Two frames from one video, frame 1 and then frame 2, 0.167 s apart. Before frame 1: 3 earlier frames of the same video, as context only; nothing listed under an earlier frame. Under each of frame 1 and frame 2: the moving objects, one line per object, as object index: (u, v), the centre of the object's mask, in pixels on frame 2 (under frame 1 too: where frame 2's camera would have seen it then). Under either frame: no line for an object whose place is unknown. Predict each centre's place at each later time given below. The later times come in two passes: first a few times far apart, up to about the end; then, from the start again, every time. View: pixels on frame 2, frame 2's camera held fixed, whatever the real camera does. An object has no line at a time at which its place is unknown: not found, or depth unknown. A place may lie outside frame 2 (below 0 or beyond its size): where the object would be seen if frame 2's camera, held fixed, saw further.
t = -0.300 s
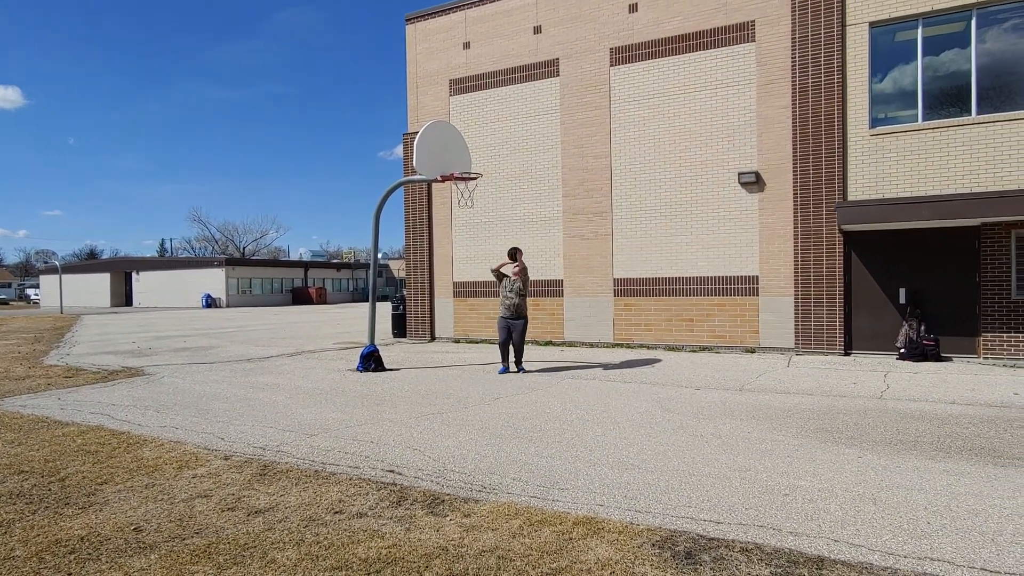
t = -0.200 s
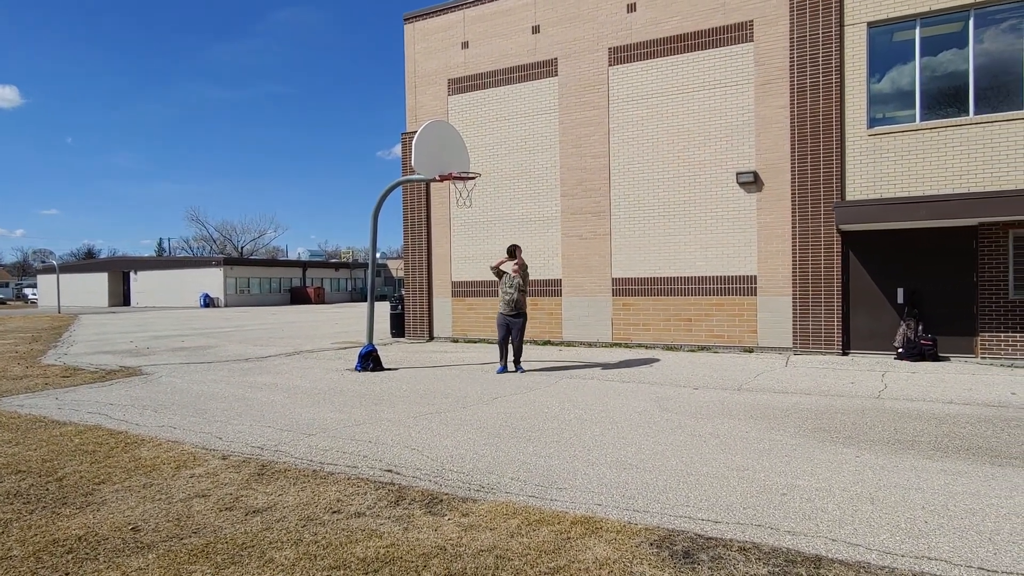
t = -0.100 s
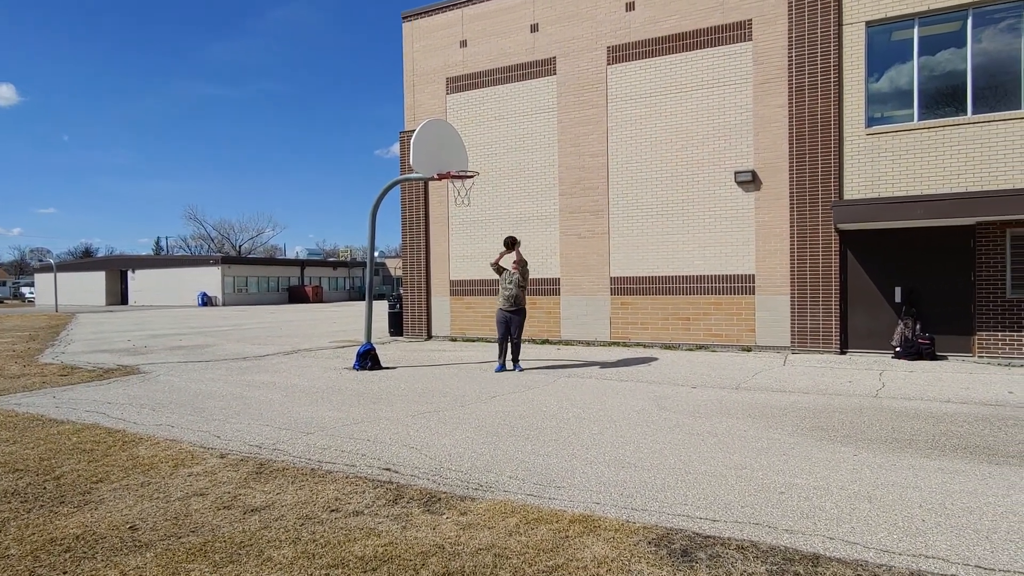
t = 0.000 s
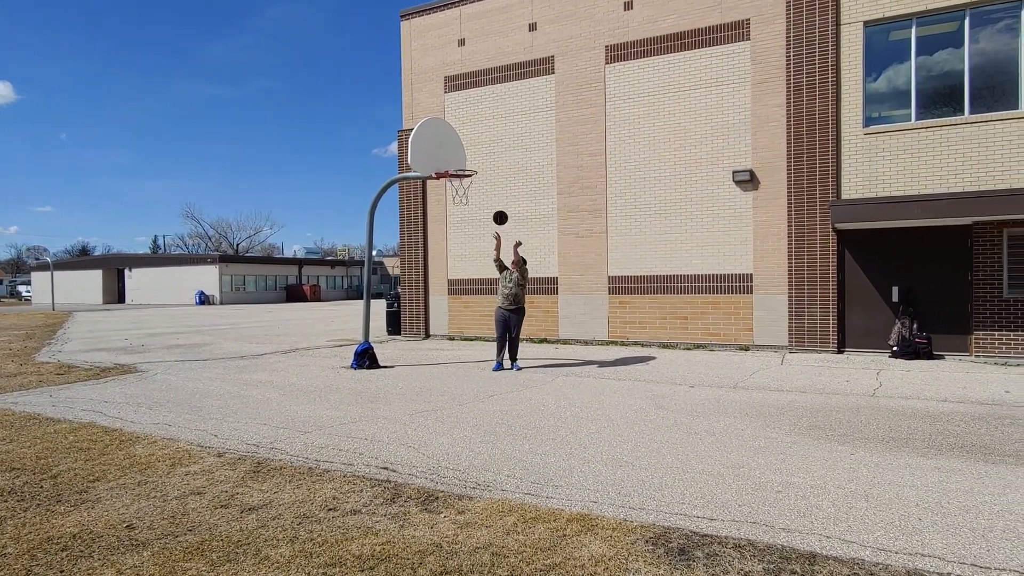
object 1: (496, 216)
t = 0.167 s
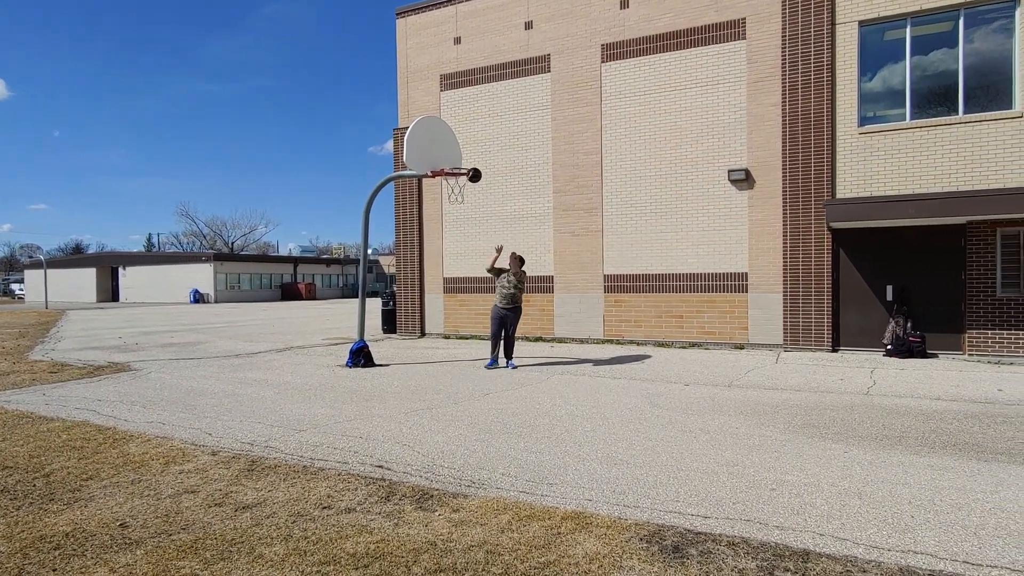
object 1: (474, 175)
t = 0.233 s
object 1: (465, 163)
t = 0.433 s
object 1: (453, 149)
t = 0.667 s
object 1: (457, 167)
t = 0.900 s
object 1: (455, 188)
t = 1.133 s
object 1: (457, 212)
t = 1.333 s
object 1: (460, 254)
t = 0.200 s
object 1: (470, 169)
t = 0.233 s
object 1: (465, 163)
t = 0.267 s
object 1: (461, 158)
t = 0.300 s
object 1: (456, 154)
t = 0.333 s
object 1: (452, 151)
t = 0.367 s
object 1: (453, 149)
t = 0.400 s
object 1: (453, 149)
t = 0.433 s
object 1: (453, 149)
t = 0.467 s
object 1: (454, 150)
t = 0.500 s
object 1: (454, 151)
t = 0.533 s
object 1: (455, 154)
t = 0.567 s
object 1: (455, 157)
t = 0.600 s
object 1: (456, 161)
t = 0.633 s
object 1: (456, 165)
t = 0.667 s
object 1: (457, 167)
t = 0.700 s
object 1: (458, 171)
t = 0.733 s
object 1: (459, 174)
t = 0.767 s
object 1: (459, 177)
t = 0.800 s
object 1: (458, 180)
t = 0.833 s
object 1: (457, 183)
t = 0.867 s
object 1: (455, 185)
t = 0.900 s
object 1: (455, 188)
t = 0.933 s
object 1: (454, 191)
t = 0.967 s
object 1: (454, 194)
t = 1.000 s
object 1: (455, 197)
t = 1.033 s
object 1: (455, 201)
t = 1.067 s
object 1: (456, 204)
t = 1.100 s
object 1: (456, 208)
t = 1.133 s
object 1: (457, 212)
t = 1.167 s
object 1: (457, 217)
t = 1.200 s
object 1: (458, 223)
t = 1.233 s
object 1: (458, 230)
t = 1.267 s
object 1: (459, 237)
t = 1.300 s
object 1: (459, 246)
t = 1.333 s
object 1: (460, 254)
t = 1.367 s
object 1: (460, 264)
